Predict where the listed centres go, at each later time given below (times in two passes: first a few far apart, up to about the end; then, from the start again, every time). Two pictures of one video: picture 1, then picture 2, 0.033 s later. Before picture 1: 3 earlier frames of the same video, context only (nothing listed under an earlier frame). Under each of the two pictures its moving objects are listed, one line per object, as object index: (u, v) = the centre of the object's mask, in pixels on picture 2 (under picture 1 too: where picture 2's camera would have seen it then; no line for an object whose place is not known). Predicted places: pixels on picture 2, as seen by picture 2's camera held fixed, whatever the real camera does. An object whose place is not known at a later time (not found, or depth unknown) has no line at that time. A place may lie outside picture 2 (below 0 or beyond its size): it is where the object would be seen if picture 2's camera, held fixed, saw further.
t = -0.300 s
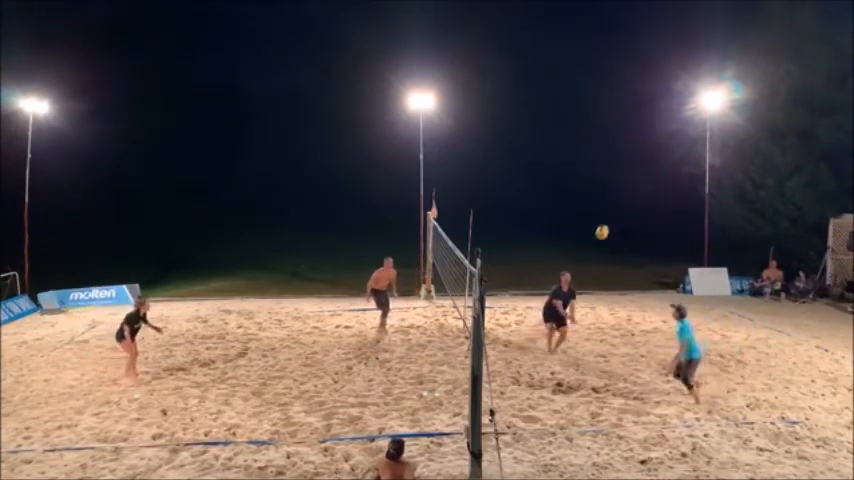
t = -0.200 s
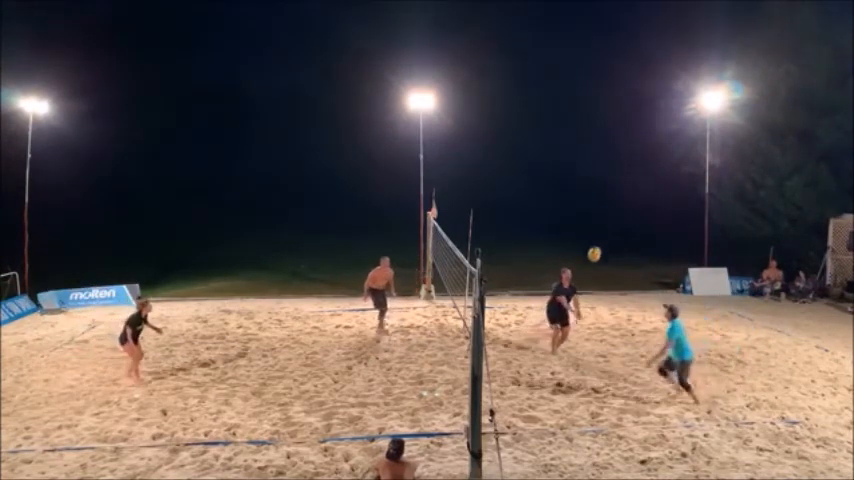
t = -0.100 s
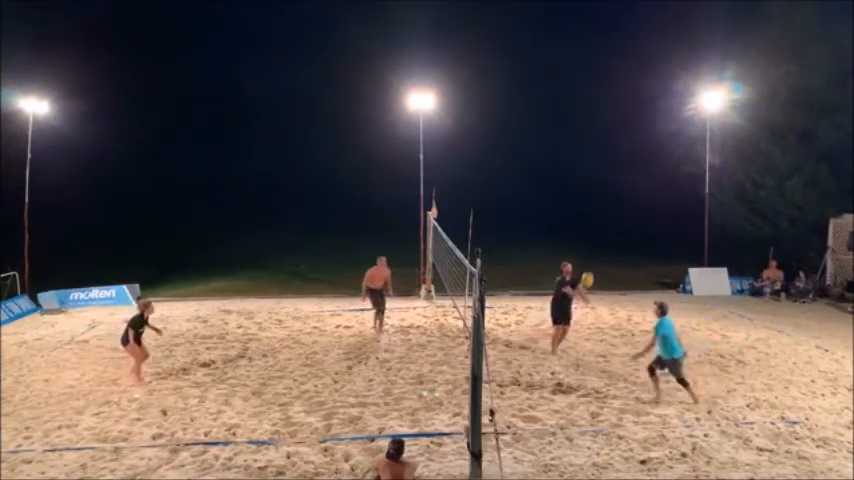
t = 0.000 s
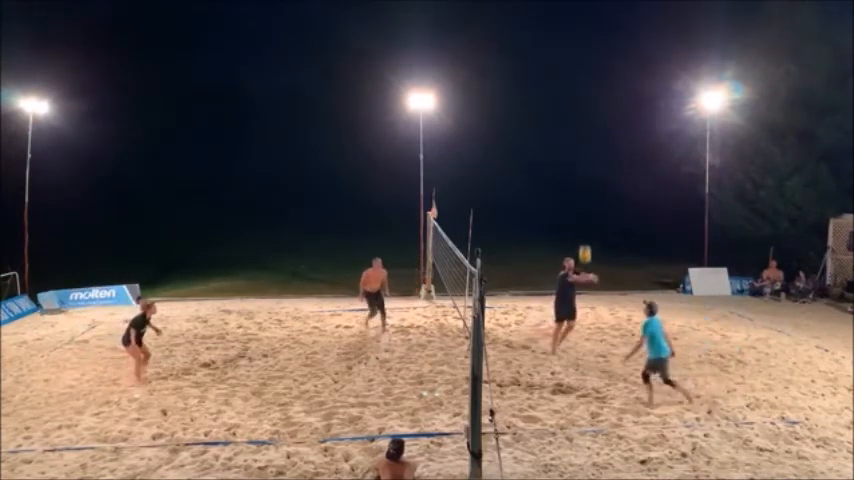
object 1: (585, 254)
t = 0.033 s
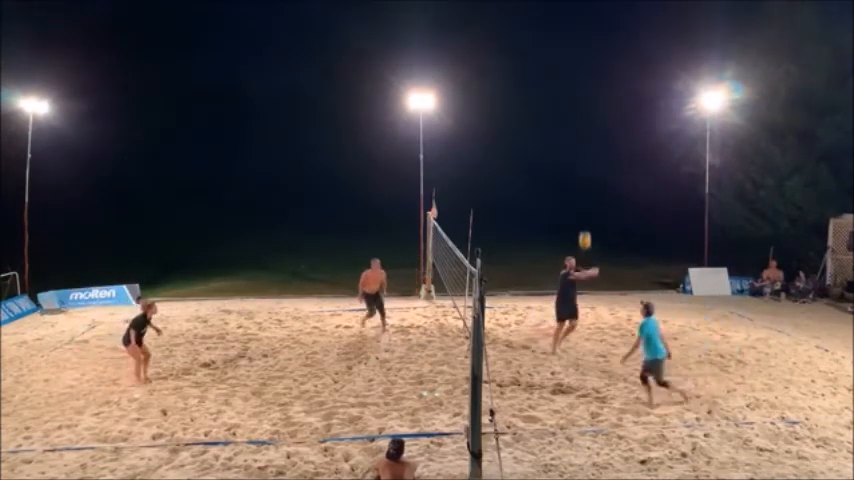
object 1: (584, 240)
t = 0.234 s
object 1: (584, 168)
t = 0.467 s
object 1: (581, 108)
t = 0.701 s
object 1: (577, 78)
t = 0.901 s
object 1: (572, 76)
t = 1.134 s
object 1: (565, 100)
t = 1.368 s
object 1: (558, 152)
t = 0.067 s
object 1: (584, 227)
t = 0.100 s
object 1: (584, 214)
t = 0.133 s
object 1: (584, 201)
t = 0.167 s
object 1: (584, 189)
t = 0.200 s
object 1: (584, 178)
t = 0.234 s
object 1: (584, 168)
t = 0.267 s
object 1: (584, 158)
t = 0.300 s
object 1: (584, 148)
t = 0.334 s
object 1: (583, 139)
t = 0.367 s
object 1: (583, 130)
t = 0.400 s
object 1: (583, 122)
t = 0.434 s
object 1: (582, 115)
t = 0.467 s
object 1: (581, 108)
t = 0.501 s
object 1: (581, 102)
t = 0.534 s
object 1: (580, 97)
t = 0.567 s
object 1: (580, 92)
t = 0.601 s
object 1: (579, 87)
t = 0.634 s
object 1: (578, 84)
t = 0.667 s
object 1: (577, 81)
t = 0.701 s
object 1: (577, 78)
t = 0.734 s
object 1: (576, 76)
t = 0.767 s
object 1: (575, 75)
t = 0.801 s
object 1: (574, 74)
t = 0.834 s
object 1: (573, 74)
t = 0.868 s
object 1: (573, 75)
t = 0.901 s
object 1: (572, 76)
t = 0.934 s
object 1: (571, 78)
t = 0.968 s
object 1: (570, 80)
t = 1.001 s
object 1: (569, 83)
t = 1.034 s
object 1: (568, 86)
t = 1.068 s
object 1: (567, 90)
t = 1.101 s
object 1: (566, 95)
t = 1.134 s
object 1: (565, 100)
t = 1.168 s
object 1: (564, 106)
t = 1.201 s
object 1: (563, 112)
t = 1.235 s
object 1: (562, 119)
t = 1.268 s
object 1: (561, 126)
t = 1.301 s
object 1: (560, 135)
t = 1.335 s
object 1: (559, 143)
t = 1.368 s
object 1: (558, 152)
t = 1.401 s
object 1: (557, 162)
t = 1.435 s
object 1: (556, 172)
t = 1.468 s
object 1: (556, 182)
